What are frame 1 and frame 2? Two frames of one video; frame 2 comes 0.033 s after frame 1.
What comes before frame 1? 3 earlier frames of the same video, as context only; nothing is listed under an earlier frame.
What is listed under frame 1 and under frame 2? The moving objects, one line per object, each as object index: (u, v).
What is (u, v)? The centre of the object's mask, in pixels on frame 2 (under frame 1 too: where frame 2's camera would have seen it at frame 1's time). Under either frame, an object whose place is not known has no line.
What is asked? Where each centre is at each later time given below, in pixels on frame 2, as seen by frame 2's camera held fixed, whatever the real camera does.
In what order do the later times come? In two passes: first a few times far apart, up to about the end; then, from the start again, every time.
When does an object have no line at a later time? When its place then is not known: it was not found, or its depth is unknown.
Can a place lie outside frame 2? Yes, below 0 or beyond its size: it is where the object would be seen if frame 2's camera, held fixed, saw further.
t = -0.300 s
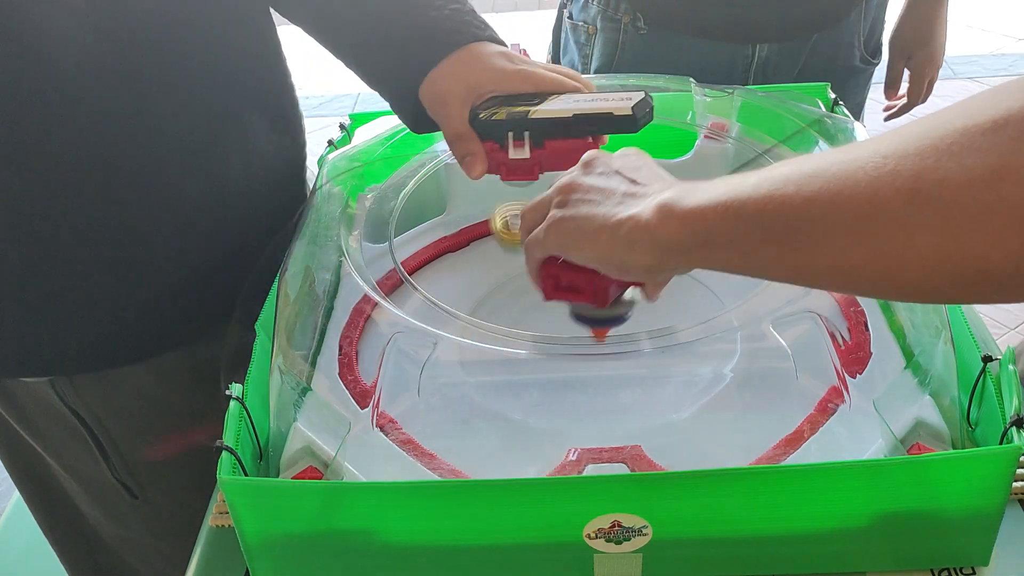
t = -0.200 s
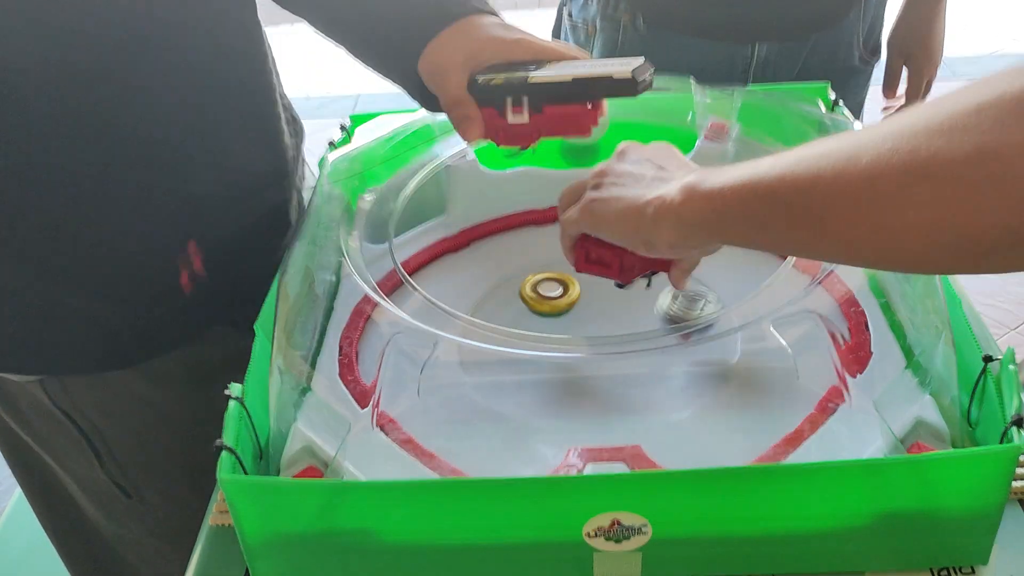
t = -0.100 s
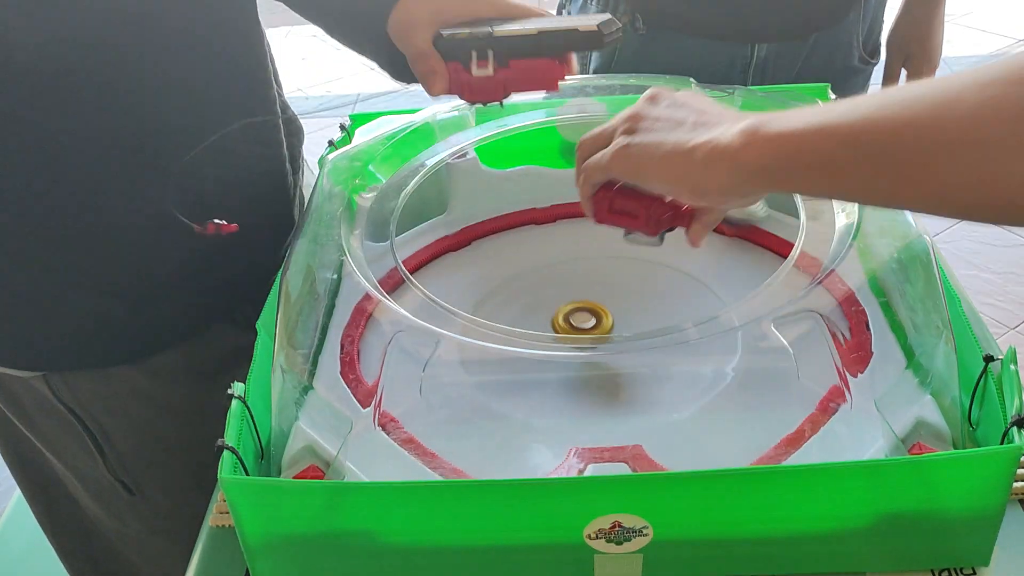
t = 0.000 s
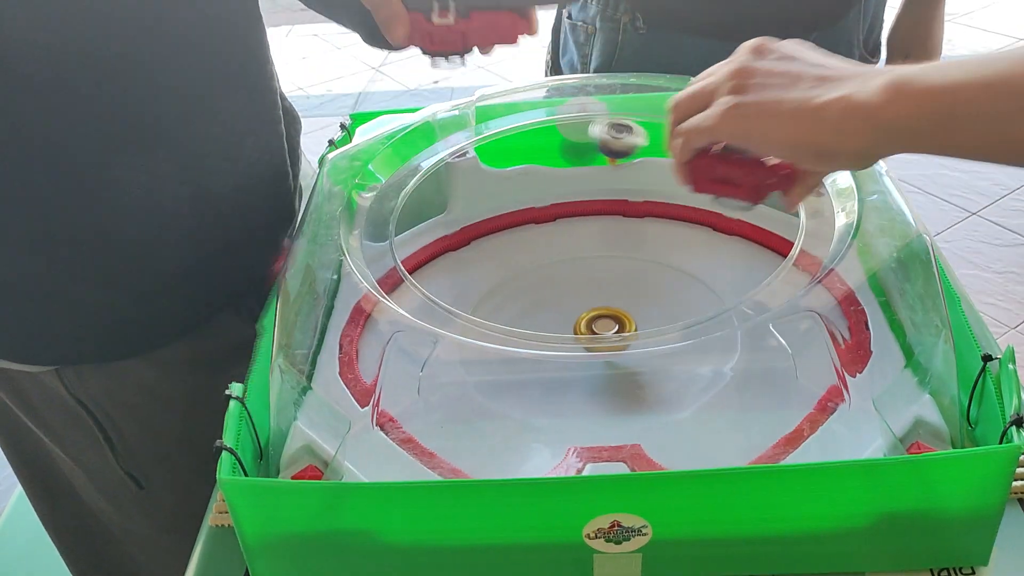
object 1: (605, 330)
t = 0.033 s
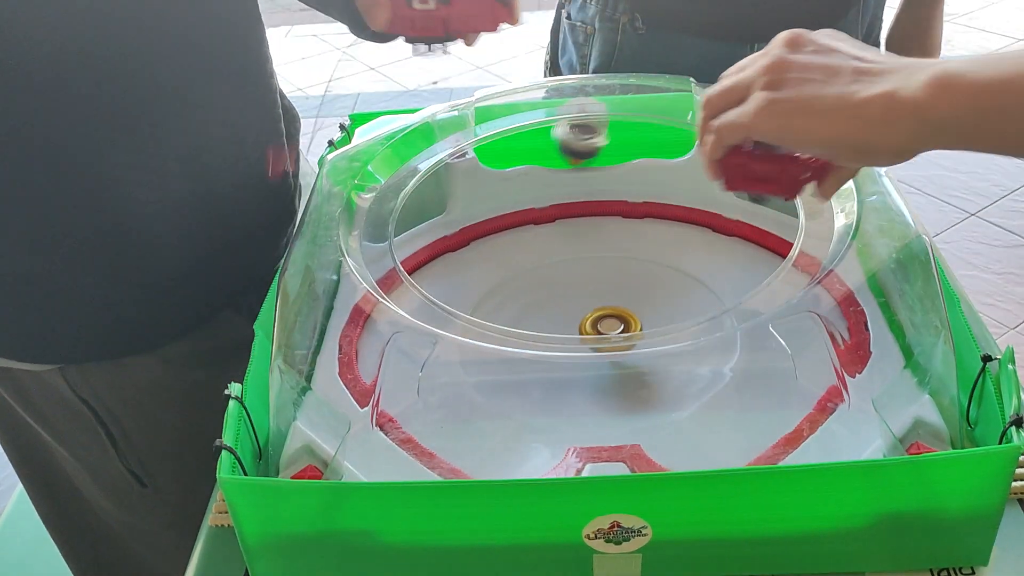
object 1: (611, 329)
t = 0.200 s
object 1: (627, 314)
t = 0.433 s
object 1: (619, 296)
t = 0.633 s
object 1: (597, 295)
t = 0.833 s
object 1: (580, 307)
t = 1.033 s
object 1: (583, 321)
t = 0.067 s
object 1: (616, 328)
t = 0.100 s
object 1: (619, 320)
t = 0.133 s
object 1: (622, 318)
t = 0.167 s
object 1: (625, 315)
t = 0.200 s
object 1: (627, 314)
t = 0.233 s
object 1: (628, 312)
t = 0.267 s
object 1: (628, 309)
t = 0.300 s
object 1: (628, 305)
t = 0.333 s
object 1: (626, 302)
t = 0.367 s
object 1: (624, 300)
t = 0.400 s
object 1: (622, 298)
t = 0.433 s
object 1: (619, 296)
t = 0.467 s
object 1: (615, 295)
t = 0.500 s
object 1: (612, 294)
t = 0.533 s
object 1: (608, 295)
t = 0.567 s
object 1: (604, 294)
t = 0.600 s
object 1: (601, 294)
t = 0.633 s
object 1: (597, 295)
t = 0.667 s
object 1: (593, 296)
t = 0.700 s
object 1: (590, 297)
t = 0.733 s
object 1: (587, 300)
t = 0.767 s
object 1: (584, 301)
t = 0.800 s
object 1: (582, 304)
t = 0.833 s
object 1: (580, 307)
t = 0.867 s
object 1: (579, 310)
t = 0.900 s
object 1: (578, 313)
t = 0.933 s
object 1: (578, 315)
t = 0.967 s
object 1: (578, 317)
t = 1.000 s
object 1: (580, 319)
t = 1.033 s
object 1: (583, 321)
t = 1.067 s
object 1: (587, 322)
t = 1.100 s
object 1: (591, 323)
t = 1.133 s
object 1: (596, 324)
